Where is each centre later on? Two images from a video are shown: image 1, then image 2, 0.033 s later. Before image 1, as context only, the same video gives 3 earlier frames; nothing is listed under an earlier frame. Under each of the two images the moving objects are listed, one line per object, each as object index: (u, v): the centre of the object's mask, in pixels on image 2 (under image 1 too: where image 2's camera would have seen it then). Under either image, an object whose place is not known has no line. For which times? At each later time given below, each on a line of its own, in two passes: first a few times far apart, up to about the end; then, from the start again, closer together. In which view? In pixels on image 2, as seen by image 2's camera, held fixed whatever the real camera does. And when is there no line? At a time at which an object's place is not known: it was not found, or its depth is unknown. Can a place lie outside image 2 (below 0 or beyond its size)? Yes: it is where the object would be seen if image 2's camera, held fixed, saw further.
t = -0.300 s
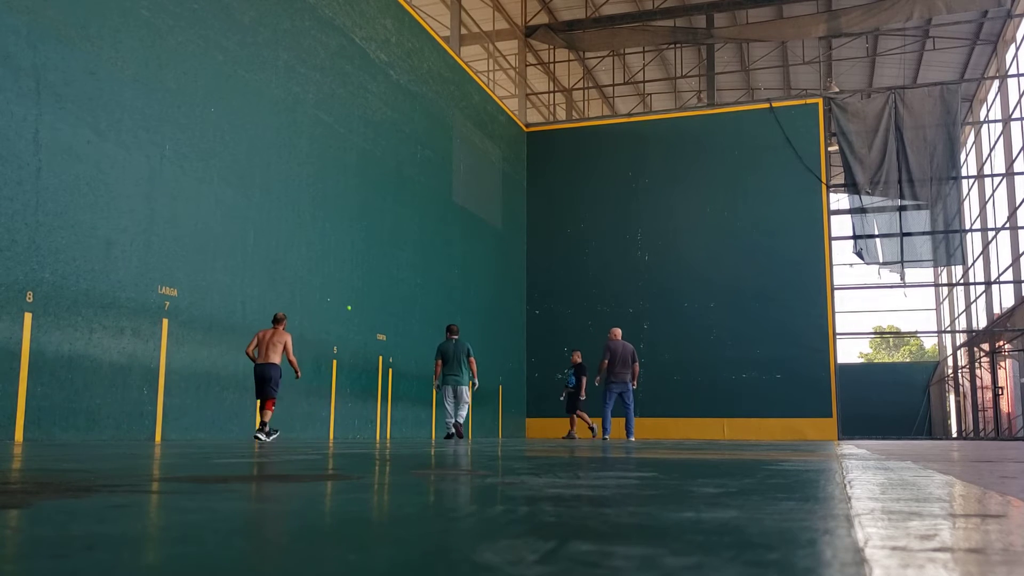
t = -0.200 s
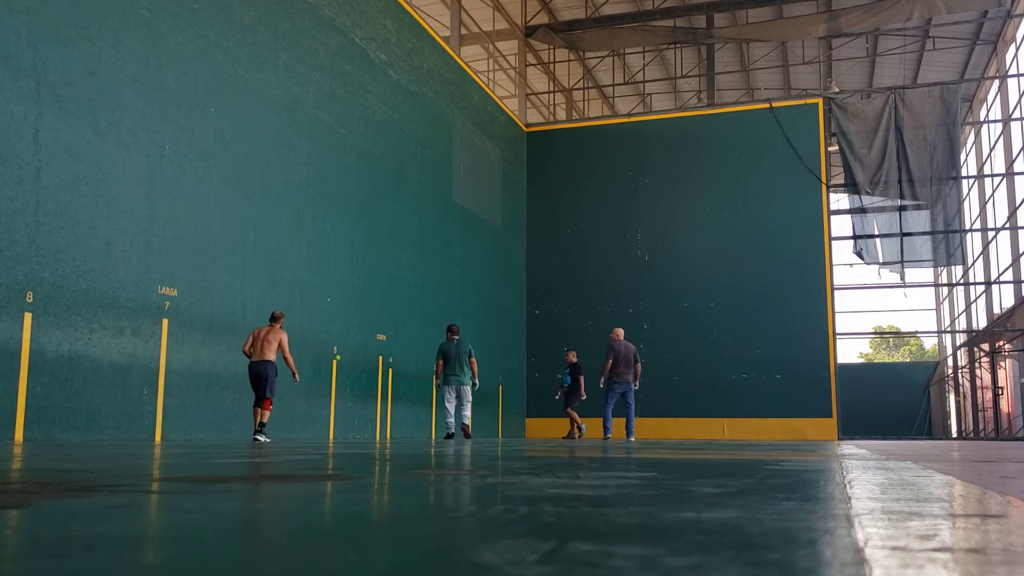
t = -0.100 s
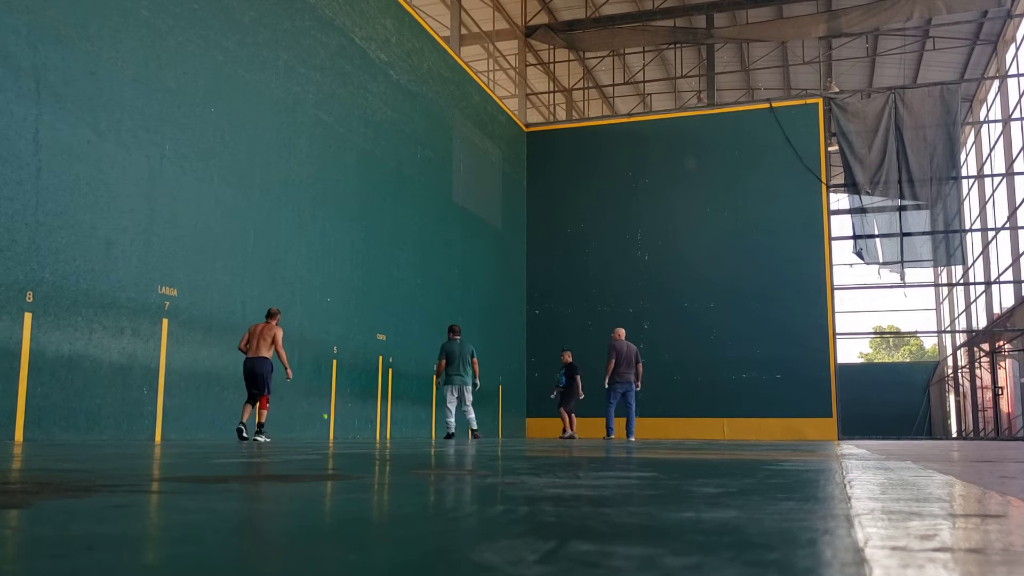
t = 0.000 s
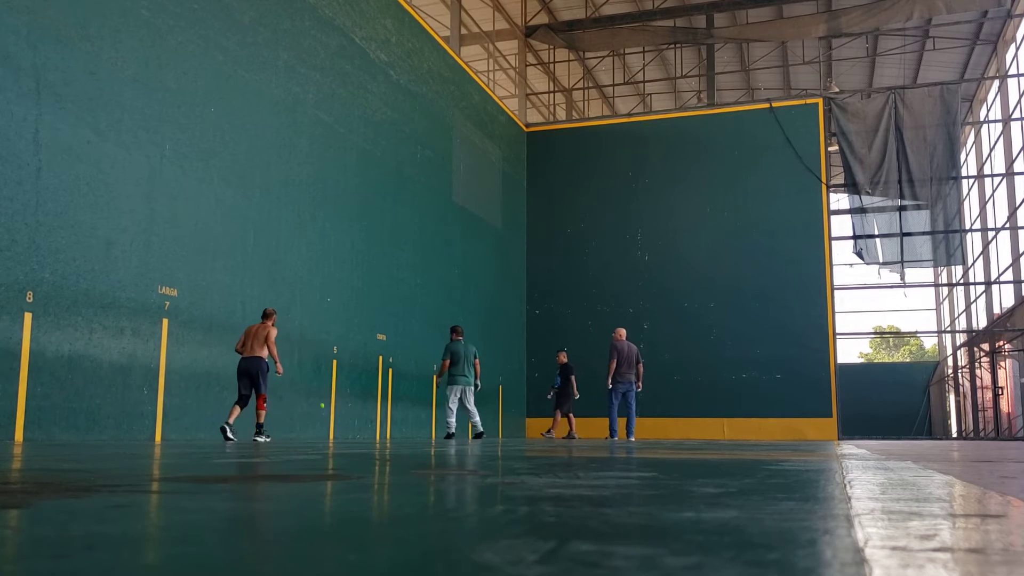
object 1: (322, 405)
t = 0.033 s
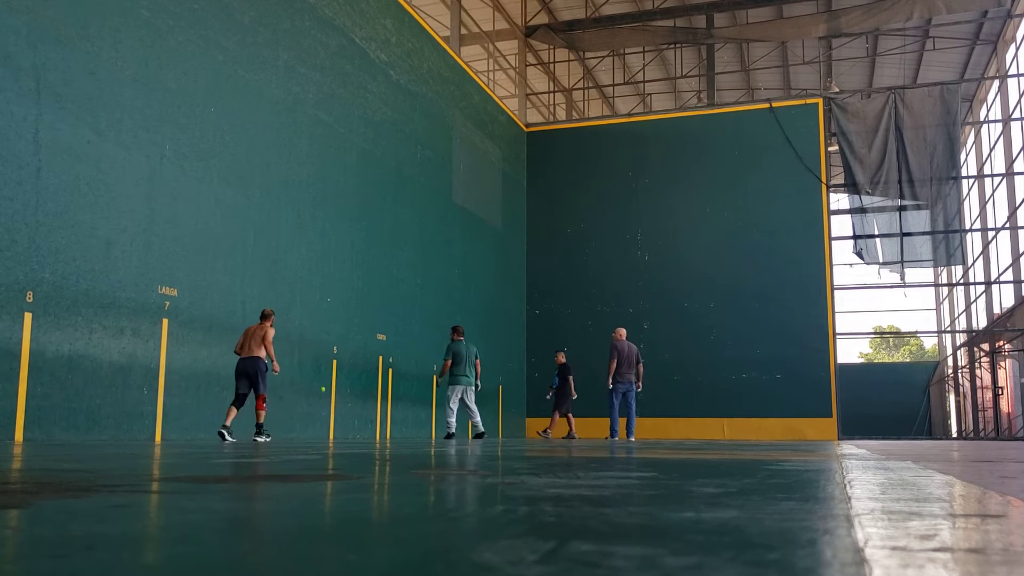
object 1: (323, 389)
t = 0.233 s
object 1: (327, 306)
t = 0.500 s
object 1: (330, 234)
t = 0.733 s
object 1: (332, 206)
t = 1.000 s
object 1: (333, 216)
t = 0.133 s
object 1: (325, 344)
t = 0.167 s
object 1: (326, 331)
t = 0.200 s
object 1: (326, 318)
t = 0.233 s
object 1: (327, 306)
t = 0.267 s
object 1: (328, 295)
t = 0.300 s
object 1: (328, 284)
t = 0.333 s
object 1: (328, 274)
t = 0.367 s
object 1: (329, 265)
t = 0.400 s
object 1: (329, 256)
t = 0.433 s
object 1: (329, 248)
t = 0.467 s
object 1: (330, 241)
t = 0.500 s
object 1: (330, 234)
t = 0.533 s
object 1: (330, 228)
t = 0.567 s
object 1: (331, 222)
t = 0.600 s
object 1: (331, 218)
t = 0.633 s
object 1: (331, 214)
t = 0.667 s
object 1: (331, 210)
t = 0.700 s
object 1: (331, 208)
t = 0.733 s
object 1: (332, 206)
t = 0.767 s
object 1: (332, 204)
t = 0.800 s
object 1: (332, 204)
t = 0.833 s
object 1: (332, 204)
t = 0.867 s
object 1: (332, 205)
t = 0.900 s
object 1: (332, 207)
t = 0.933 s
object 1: (333, 209)
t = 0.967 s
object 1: (333, 212)
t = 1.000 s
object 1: (333, 216)
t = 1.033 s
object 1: (333, 221)
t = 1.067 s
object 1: (333, 227)
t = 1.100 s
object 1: (333, 234)
